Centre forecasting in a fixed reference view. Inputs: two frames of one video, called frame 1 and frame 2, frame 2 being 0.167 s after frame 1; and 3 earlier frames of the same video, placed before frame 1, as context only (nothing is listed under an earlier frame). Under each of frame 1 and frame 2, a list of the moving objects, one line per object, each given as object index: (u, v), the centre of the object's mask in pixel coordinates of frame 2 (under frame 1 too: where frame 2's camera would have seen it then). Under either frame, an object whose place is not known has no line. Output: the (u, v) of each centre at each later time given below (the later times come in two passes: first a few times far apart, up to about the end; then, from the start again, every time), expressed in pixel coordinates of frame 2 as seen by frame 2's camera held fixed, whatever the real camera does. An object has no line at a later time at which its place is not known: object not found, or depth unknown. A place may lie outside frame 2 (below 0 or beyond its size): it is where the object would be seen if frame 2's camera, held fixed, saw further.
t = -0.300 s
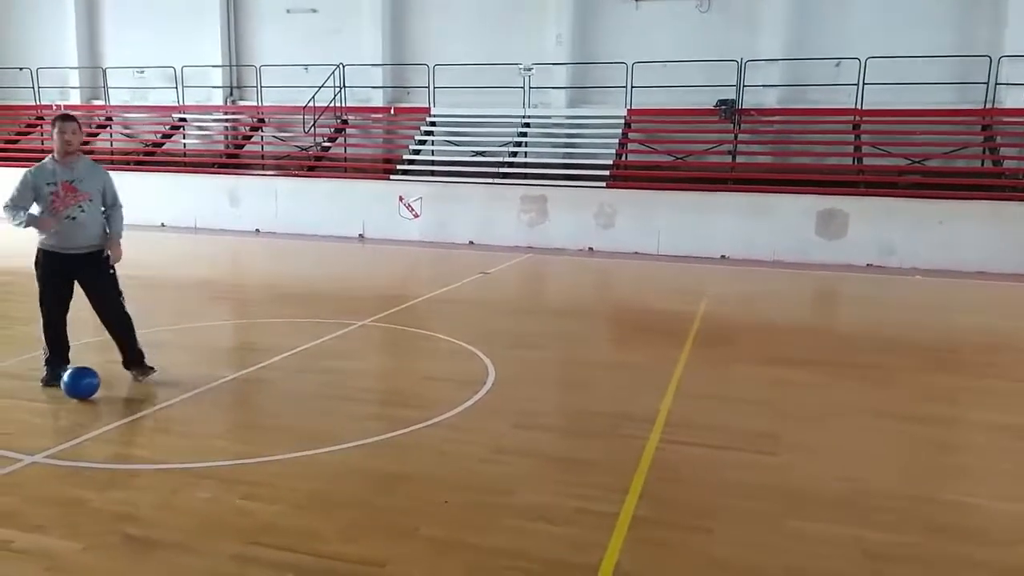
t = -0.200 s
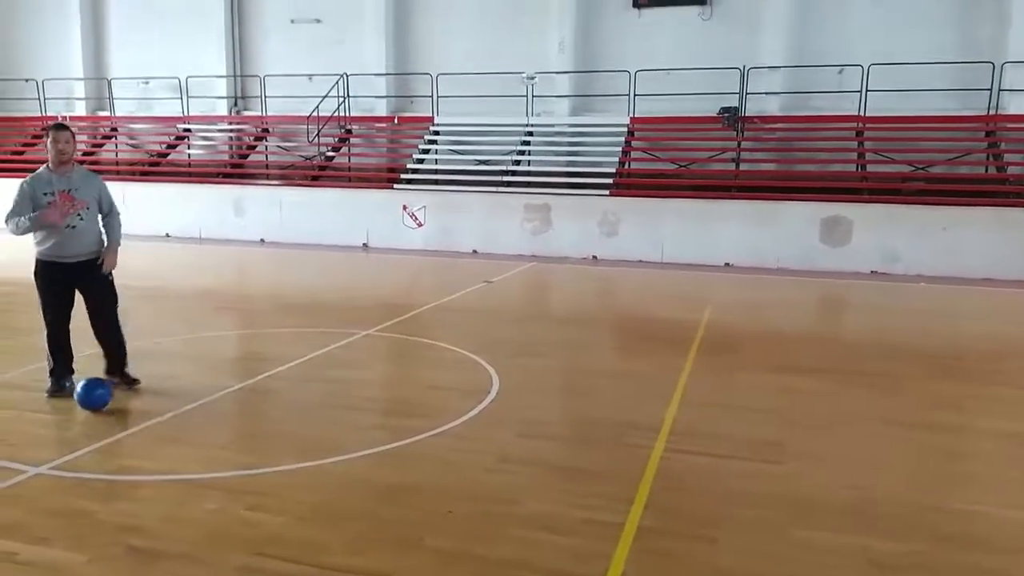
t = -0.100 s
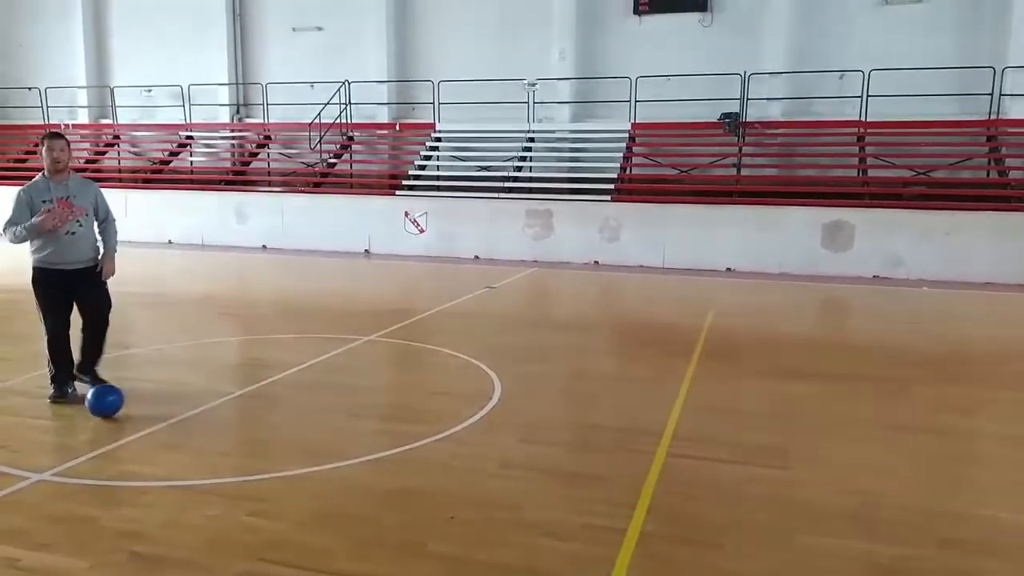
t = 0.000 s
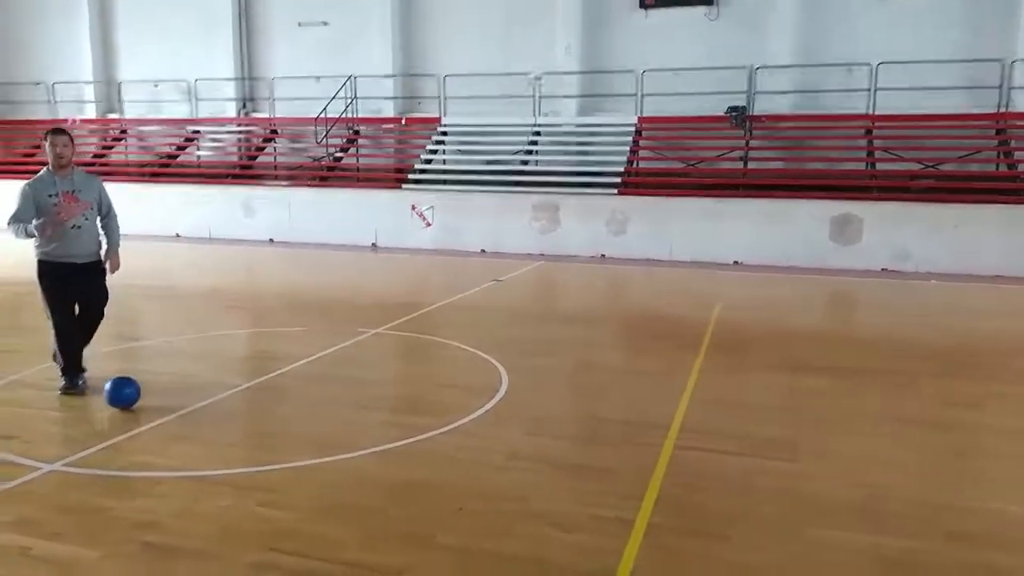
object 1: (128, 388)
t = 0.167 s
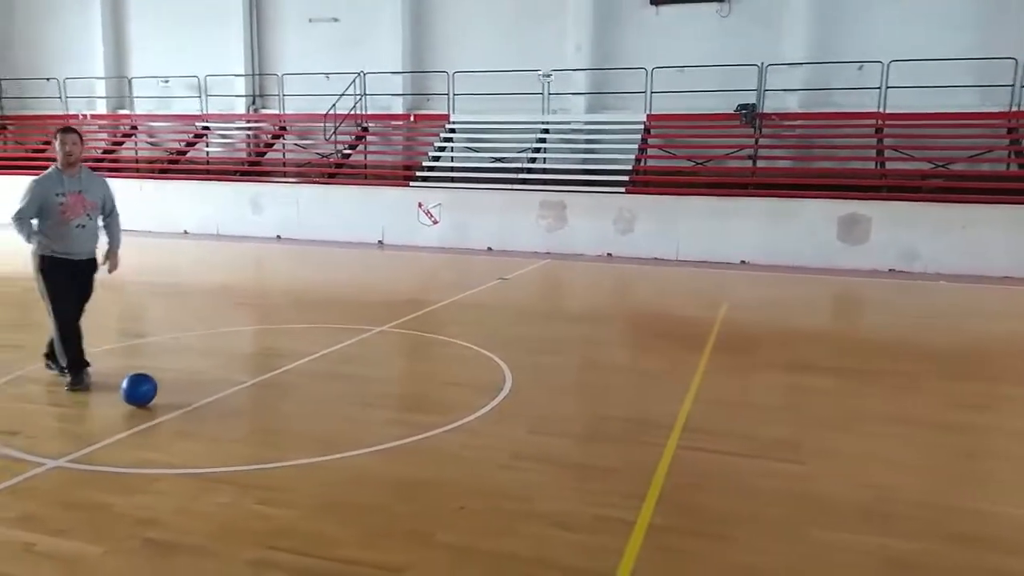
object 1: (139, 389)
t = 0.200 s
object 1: (141, 389)
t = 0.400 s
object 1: (155, 389)
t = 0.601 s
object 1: (169, 390)
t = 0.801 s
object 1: (182, 390)
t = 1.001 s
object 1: (196, 391)
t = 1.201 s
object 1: (210, 391)
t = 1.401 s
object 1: (224, 392)
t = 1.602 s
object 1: (238, 392)
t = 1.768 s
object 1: (249, 392)
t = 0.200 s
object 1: (141, 389)
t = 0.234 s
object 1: (144, 389)
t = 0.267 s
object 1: (146, 389)
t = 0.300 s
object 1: (148, 389)
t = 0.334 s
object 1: (151, 389)
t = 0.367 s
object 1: (153, 389)
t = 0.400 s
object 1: (155, 389)
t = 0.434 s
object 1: (158, 390)
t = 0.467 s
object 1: (160, 390)
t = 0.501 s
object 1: (162, 390)
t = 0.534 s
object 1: (164, 390)
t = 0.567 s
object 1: (166, 390)
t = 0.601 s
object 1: (169, 390)
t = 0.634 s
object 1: (171, 390)
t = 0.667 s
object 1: (173, 390)
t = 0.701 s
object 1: (175, 390)
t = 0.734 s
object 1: (178, 390)
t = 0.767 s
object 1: (180, 390)
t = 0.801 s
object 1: (182, 390)
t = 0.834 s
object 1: (184, 390)
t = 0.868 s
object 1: (186, 390)
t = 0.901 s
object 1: (189, 390)
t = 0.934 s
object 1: (191, 390)
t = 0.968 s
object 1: (193, 390)
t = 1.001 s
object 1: (196, 391)
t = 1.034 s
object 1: (198, 391)
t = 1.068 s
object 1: (200, 391)
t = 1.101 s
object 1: (203, 391)
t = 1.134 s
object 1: (205, 391)
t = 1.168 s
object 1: (208, 391)
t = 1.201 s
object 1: (210, 391)
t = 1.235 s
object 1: (212, 391)
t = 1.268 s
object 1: (214, 391)
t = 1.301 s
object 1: (217, 391)
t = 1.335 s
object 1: (220, 391)
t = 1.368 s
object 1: (222, 392)
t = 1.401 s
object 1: (224, 392)
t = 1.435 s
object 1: (227, 392)
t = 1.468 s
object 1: (229, 392)
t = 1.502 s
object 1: (231, 392)
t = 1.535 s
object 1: (233, 392)
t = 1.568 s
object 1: (236, 392)
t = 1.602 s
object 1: (238, 392)
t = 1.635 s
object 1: (240, 392)
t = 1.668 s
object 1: (242, 392)
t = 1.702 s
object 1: (244, 392)
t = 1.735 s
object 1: (246, 392)
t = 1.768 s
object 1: (249, 392)
